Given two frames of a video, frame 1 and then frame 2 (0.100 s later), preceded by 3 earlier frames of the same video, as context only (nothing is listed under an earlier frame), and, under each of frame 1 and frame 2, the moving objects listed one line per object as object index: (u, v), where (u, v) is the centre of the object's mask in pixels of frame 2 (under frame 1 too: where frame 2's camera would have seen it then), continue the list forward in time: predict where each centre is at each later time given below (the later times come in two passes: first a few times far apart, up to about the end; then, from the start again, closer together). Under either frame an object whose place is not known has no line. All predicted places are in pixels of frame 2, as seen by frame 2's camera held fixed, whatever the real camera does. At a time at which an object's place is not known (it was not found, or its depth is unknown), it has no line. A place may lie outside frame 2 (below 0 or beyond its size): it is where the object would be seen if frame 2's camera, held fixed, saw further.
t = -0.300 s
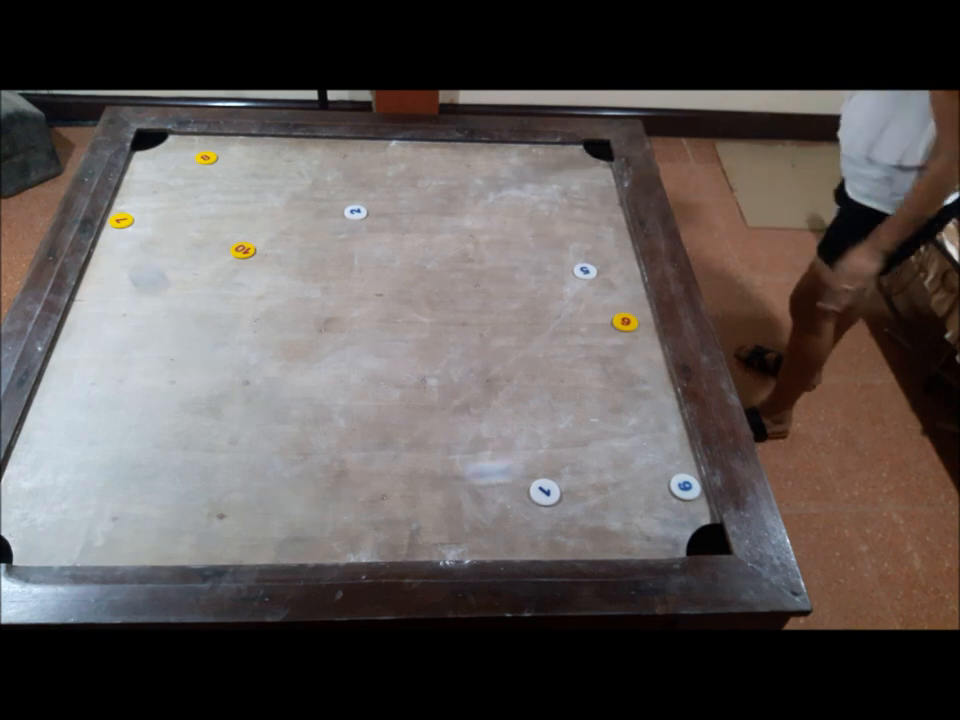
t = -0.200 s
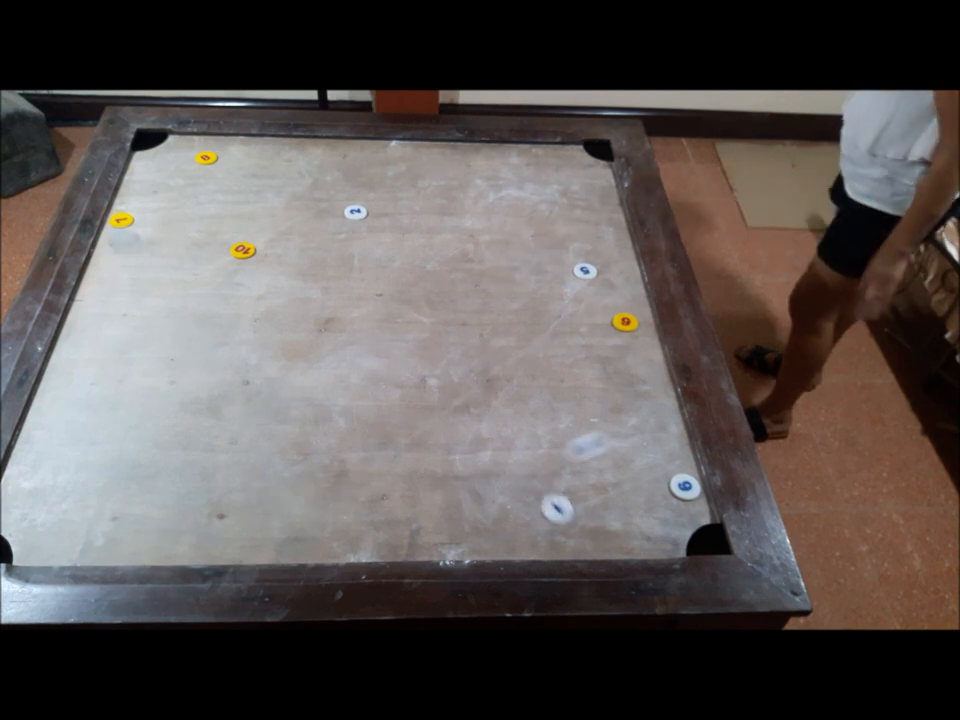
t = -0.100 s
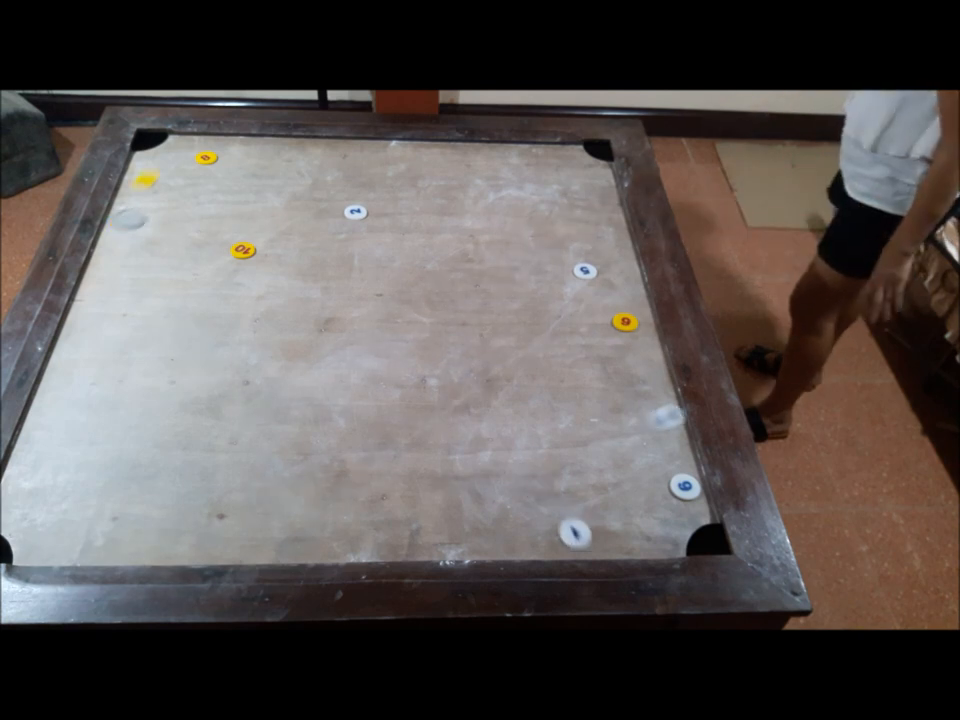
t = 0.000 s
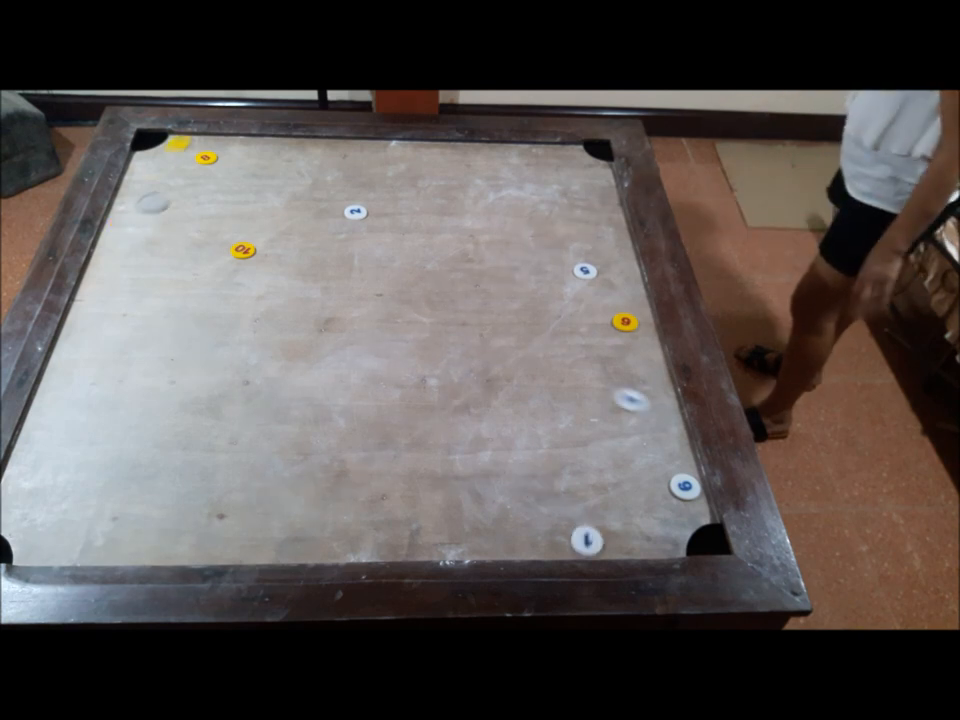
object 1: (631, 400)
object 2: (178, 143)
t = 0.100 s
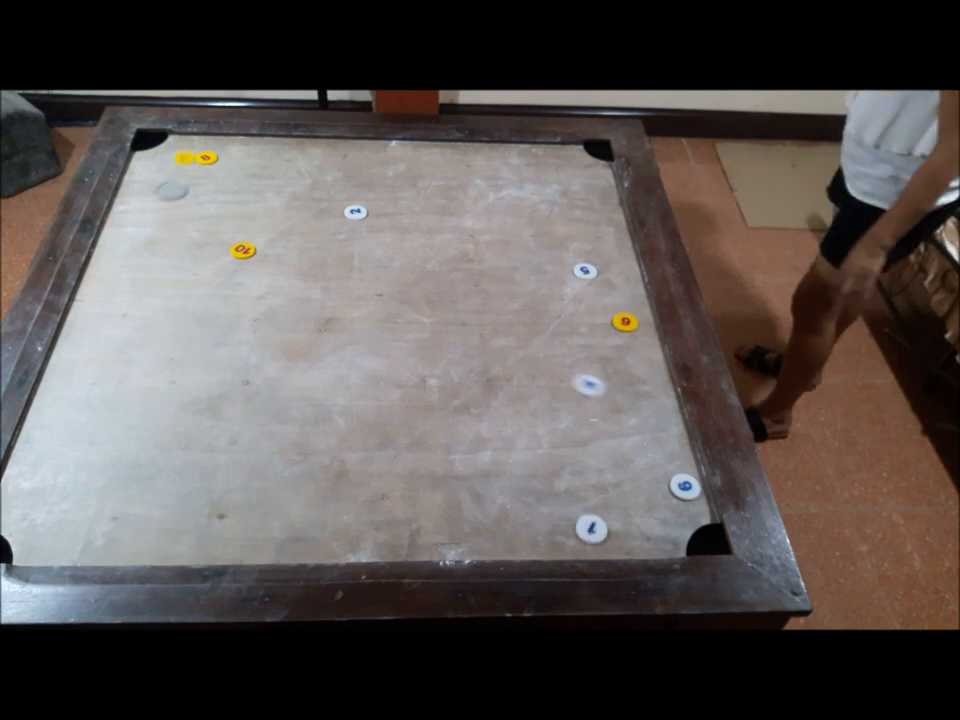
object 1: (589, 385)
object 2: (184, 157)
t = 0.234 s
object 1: (539, 369)
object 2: (178, 156)
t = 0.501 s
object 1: (459, 345)
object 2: (156, 151)
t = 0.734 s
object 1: (409, 332)
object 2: (143, 158)
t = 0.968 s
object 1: (374, 324)
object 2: (143, 159)
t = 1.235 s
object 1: (351, 322)
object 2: (143, 159)
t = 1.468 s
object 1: (347, 322)
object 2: (143, 159)
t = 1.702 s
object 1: (347, 321)
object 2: (143, 159)
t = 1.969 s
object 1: (347, 321)
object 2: (143, 159)
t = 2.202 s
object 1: (347, 321)
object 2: (142, 159)
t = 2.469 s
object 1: (347, 321)
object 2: (142, 159)
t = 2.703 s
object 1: (347, 321)
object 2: (142, 159)
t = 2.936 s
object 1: (347, 321)
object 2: (142, 159)
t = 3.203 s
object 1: (347, 321)
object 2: (143, 159)
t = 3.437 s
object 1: (347, 321)
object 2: (143, 159)
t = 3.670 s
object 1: (347, 321)
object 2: (143, 159)
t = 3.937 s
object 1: (347, 321)
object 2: (142, 159)
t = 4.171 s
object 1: (347, 321)
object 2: (142, 159)
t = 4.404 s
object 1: (347, 321)
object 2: (142, 159)
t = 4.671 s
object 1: (347, 321)
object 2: (143, 159)
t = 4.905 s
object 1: (347, 321)
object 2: (143, 159)
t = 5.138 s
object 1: (347, 321)
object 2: (143, 159)
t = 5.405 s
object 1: (347, 321)
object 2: (143, 159)
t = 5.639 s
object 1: (347, 321)
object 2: (143, 159)
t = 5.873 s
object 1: (347, 321)
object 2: (143, 159)
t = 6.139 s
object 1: (347, 321)
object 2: (143, 159)
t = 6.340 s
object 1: (347, 321)
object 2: (143, 159)
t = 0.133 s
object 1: (575, 380)
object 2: (183, 163)
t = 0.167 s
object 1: (563, 377)
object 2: (182, 167)
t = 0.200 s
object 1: (551, 372)
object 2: (180, 162)
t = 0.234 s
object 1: (539, 369)
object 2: (178, 156)
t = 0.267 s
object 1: (528, 365)
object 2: (176, 151)
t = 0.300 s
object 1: (518, 362)
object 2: (174, 145)
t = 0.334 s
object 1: (507, 358)
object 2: (171, 141)
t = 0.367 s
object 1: (497, 355)
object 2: (168, 142)
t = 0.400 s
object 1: (487, 353)
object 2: (165, 145)
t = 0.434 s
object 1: (478, 350)
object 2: (162, 147)
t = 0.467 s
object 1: (468, 347)
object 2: (159, 149)
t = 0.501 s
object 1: (459, 345)
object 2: (156, 151)
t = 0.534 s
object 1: (451, 342)
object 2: (154, 153)
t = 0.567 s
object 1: (443, 340)
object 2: (152, 154)
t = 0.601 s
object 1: (435, 339)
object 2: (150, 155)
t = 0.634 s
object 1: (428, 337)
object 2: (148, 156)
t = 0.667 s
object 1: (421, 335)
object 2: (146, 157)
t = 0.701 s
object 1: (415, 333)
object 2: (145, 158)
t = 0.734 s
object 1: (409, 332)
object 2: (143, 158)
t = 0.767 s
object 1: (403, 330)
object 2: (143, 159)
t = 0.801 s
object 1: (397, 329)
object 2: (143, 159)
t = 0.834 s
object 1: (392, 328)
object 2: (143, 159)
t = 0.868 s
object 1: (387, 327)
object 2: (143, 159)
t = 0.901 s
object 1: (382, 326)
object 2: (143, 159)
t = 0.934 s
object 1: (378, 325)
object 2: (143, 159)
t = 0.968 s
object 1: (374, 324)
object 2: (143, 159)
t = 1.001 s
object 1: (370, 324)
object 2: (143, 159)
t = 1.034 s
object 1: (366, 324)
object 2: (143, 159)
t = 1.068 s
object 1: (363, 323)
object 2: (143, 159)
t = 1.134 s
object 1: (357, 322)
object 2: (143, 159)
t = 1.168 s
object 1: (355, 322)
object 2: (143, 159)
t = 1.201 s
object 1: (353, 322)
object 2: (143, 159)
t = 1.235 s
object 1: (351, 322)
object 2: (143, 159)
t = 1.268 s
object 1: (349, 322)
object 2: (143, 159)
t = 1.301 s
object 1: (348, 322)
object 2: (143, 159)
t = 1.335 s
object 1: (348, 321)
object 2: (143, 159)
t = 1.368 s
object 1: (347, 321)
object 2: (143, 159)
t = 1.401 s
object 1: (347, 321)
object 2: (143, 159)
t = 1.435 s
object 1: (347, 321)
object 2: (143, 159)
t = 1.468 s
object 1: (347, 322)
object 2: (143, 159)
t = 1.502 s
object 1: (347, 321)
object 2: (143, 159)
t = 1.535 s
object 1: (347, 322)
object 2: (143, 159)
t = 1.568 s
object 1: (347, 321)
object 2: (143, 159)
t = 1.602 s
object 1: (347, 321)
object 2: (143, 159)
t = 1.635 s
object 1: (347, 322)
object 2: (143, 159)
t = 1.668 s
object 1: (347, 322)
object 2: (143, 159)
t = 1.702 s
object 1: (347, 321)
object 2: (143, 159)
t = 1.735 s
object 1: (347, 321)
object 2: (143, 159)
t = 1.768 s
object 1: (347, 321)
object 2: (143, 159)
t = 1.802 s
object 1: (347, 321)
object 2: (143, 159)
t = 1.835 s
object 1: (347, 321)
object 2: (143, 159)
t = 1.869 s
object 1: (347, 321)
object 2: (143, 159)
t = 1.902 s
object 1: (347, 321)
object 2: (143, 159)
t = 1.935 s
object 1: (347, 321)
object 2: (143, 159)
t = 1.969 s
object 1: (347, 321)
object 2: (143, 159)
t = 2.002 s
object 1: (347, 321)
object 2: (143, 159)
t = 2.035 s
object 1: (347, 321)
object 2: (143, 159)
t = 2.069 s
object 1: (347, 321)
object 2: (143, 159)
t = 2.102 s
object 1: (347, 321)
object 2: (143, 159)
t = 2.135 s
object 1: (347, 321)
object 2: (142, 159)
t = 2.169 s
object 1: (347, 321)
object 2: (142, 159)
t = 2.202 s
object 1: (347, 321)
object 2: (142, 159)
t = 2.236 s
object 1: (347, 321)
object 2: (142, 159)
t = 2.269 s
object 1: (347, 321)
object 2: (142, 159)
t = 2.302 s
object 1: (347, 321)
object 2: (142, 159)
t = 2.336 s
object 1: (347, 321)
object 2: (142, 159)
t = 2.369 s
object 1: (347, 321)
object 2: (142, 159)
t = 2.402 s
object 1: (347, 321)
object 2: (142, 159)
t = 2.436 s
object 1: (347, 321)
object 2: (142, 159)
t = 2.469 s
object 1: (347, 321)
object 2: (142, 159)
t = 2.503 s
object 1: (347, 321)
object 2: (142, 159)
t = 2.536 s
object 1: (347, 321)
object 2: (142, 159)
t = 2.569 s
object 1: (347, 321)
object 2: (142, 159)
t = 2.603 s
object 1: (347, 321)
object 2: (142, 159)
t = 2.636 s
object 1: (347, 321)
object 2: (142, 159)
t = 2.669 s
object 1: (347, 321)
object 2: (142, 159)
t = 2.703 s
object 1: (347, 321)
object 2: (142, 159)
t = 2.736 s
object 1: (347, 321)
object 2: (142, 159)
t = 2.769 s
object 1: (347, 321)
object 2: (142, 159)
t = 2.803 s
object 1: (347, 321)
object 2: (143, 159)
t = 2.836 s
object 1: (347, 321)
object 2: (142, 159)
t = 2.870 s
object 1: (347, 321)
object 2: (142, 159)
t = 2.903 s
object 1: (347, 321)
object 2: (142, 159)
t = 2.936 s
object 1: (347, 321)
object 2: (142, 159)
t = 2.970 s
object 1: (347, 321)
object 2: (142, 159)
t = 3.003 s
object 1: (347, 321)
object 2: (143, 159)
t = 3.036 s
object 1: (347, 321)
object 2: (142, 159)
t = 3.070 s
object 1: (347, 321)
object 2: (142, 159)
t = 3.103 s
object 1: (347, 321)
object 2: (142, 159)
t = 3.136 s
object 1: (347, 321)
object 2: (143, 159)
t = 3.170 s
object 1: (347, 321)
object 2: (142, 159)
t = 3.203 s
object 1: (347, 321)
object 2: (143, 159)
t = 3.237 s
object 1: (347, 321)
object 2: (142, 159)
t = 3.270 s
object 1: (347, 321)
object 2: (143, 159)
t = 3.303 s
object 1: (347, 321)
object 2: (143, 159)
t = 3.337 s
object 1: (347, 321)
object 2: (143, 159)
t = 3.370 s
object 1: (347, 321)
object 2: (143, 159)
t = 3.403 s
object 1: (347, 321)
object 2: (142, 159)
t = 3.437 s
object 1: (347, 321)
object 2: (143, 159)
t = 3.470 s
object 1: (347, 321)
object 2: (142, 159)
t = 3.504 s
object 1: (347, 321)
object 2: (143, 159)
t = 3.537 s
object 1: (347, 321)
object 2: (143, 159)
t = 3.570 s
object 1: (347, 321)
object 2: (142, 159)
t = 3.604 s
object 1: (347, 321)
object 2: (142, 159)
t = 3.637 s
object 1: (347, 321)
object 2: (142, 159)
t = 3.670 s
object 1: (347, 321)
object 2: (143, 159)
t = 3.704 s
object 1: (347, 321)
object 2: (142, 159)
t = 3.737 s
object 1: (347, 321)
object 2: (143, 159)
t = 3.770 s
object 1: (347, 321)
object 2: (142, 159)
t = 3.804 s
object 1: (347, 321)
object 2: (142, 159)
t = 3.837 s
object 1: (347, 321)
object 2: (142, 159)
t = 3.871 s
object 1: (347, 321)
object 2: (143, 159)
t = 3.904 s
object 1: (347, 321)
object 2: (142, 159)
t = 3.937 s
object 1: (347, 321)
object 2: (142, 159)
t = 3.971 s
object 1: (347, 321)
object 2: (143, 159)
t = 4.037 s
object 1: (347, 321)
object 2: (142, 159)
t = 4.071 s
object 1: (347, 321)
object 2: (142, 159)
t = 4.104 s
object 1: (347, 321)
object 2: (143, 159)
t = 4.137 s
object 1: (347, 321)
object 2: (143, 159)
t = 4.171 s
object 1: (347, 321)
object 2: (142, 159)
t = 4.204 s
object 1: (347, 321)
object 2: (142, 159)
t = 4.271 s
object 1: (347, 321)
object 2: (143, 159)
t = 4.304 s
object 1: (347, 321)
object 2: (143, 159)
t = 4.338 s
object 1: (347, 321)
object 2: (142, 159)
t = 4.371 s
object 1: (347, 321)
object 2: (143, 159)
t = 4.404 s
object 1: (347, 321)
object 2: (142, 159)
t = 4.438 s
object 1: (347, 321)
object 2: (142, 159)
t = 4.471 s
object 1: (347, 321)
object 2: (142, 159)
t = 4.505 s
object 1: (347, 321)
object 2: (143, 159)
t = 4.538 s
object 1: (347, 321)
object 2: (143, 159)
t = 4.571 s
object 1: (347, 321)
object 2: (143, 159)
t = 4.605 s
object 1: (347, 321)
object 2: (143, 159)
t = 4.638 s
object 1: (347, 321)
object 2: (143, 159)
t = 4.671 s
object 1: (347, 321)
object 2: (143, 159)
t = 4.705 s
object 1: (347, 321)
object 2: (143, 159)
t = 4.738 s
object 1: (347, 321)
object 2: (143, 159)
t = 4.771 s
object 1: (347, 321)
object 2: (143, 159)
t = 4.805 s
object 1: (347, 321)
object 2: (143, 159)
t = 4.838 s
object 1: (347, 321)
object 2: (143, 159)
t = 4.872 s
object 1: (347, 321)
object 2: (143, 159)
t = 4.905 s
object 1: (347, 321)
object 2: (143, 159)
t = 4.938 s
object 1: (347, 321)
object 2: (143, 159)
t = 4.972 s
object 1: (347, 321)
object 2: (143, 159)
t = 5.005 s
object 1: (347, 321)
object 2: (143, 159)
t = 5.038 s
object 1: (347, 321)
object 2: (143, 159)
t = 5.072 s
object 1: (347, 321)
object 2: (143, 159)
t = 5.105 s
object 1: (347, 321)
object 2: (143, 159)
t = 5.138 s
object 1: (347, 321)
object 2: (143, 159)
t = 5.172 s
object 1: (347, 321)
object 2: (143, 159)
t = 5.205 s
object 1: (347, 321)
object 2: (143, 159)
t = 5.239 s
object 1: (347, 321)
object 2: (143, 159)
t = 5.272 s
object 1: (347, 321)
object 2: (143, 159)
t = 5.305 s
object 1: (347, 321)
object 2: (143, 159)
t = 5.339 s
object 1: (347, 321)
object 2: (143, 159)
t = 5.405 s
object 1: (347, 321)
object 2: (143, 159)
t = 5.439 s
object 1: (347, 321)
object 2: (143, 159)
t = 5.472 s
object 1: (347, 321)
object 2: (143, 159)
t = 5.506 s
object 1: (347, 321)
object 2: (143, 159)
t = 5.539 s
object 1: (347, 321)
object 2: (143, 159)
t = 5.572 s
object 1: (347, 321)
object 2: (143, 159)
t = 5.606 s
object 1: (347, 321)
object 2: (143, 159)
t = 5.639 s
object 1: (347, 321)
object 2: (143, 159)
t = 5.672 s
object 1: (347, 321)
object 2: (143, 159)
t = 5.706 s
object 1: (347, 321)
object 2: (143, 159)
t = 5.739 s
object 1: (347, 321)
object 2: (143, 159)
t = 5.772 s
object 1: (347, 321)
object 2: (143, 159)
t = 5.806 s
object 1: (347, 321)
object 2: (143, 159)
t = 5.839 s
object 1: (347, 321)
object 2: (143, 159)
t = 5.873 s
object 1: (347, 321)
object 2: (143, 159)
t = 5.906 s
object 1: (347, 321)
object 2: (143, 159)
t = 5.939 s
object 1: (347, 321)
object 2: (143, 159)
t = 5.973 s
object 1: (347, 321)
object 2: (143, 159)
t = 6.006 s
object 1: (347, 321)
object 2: (143, 159)
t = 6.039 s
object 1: (347, 321)
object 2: (143, 159)
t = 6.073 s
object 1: (347, 321)
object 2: (143, 159)
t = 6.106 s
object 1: (347, 321)
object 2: (143, 159)
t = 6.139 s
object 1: (347, 321)
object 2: (143, 159)
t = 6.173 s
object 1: (347, 321)
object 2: (143, 159)
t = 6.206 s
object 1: (347, 321)
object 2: (143, 159)
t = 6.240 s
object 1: (347, 321)
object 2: (143, 159)
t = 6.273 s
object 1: (347, 321)
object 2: (143, 159)
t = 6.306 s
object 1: (347, 321)
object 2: (143, 159)
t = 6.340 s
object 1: (347, 321)
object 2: (143, 159)
